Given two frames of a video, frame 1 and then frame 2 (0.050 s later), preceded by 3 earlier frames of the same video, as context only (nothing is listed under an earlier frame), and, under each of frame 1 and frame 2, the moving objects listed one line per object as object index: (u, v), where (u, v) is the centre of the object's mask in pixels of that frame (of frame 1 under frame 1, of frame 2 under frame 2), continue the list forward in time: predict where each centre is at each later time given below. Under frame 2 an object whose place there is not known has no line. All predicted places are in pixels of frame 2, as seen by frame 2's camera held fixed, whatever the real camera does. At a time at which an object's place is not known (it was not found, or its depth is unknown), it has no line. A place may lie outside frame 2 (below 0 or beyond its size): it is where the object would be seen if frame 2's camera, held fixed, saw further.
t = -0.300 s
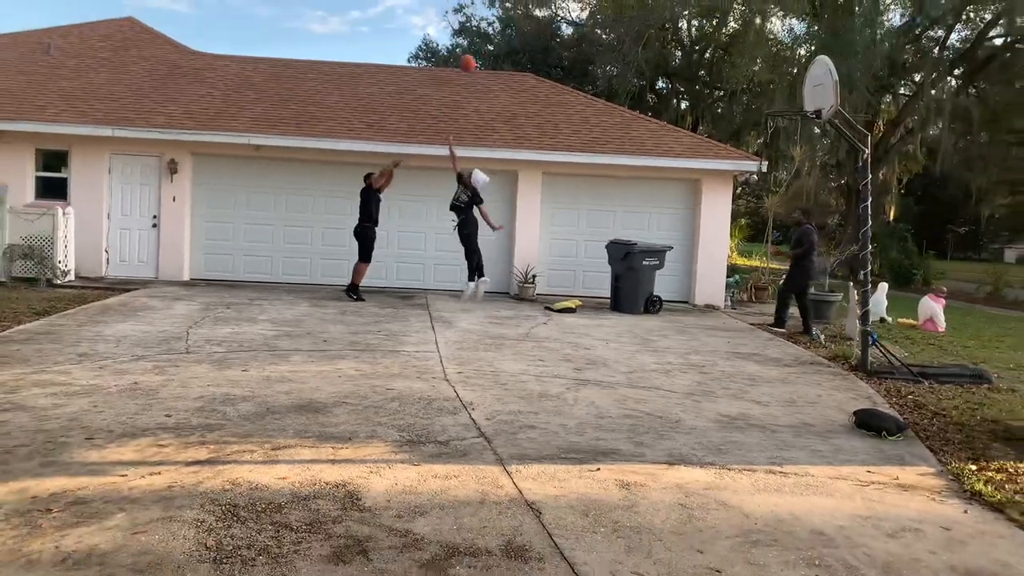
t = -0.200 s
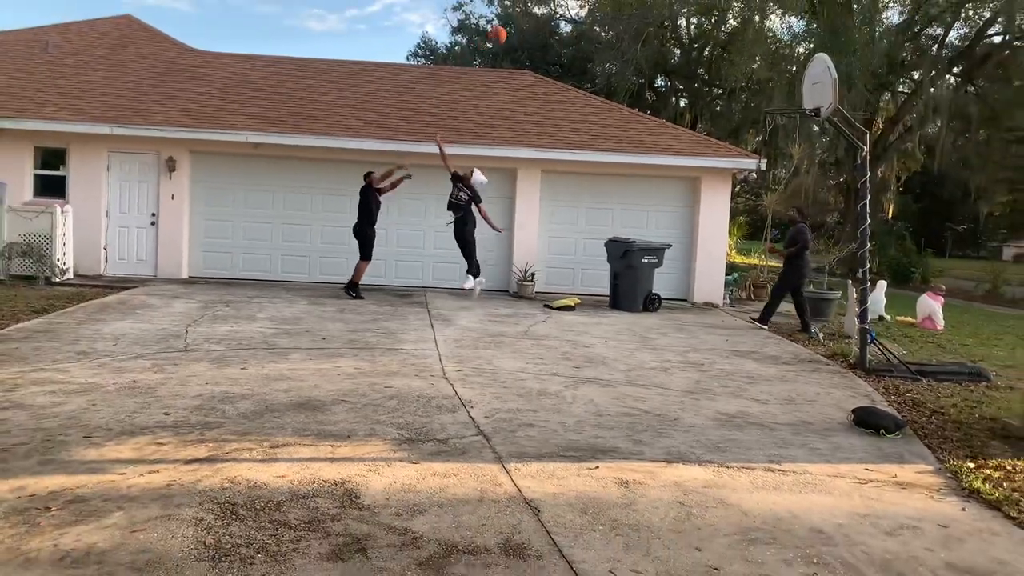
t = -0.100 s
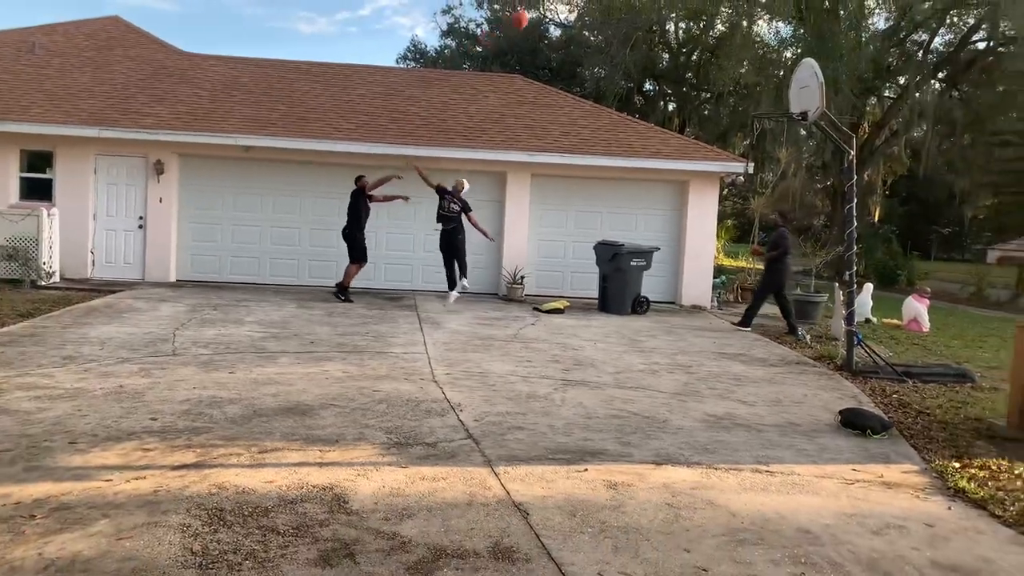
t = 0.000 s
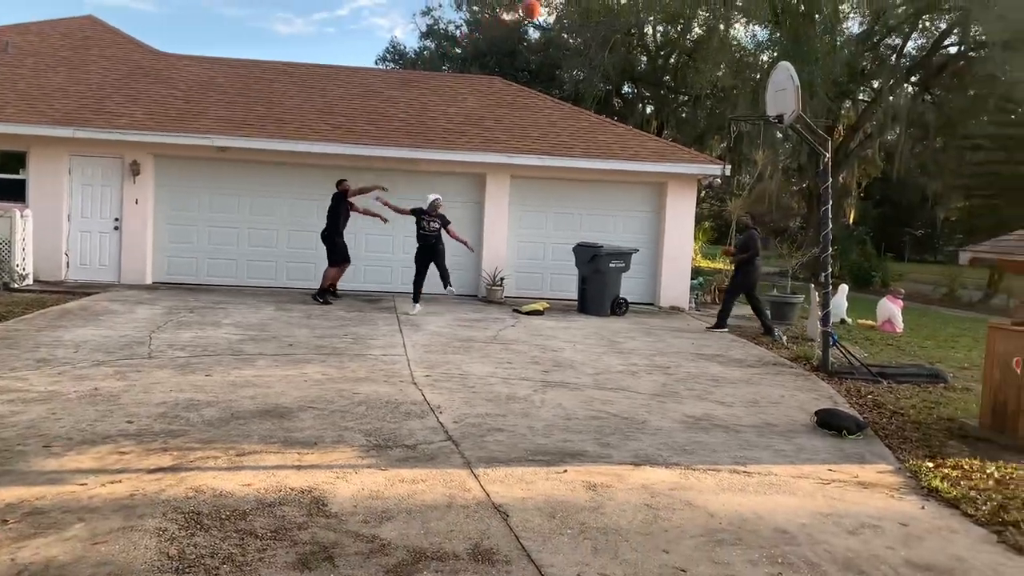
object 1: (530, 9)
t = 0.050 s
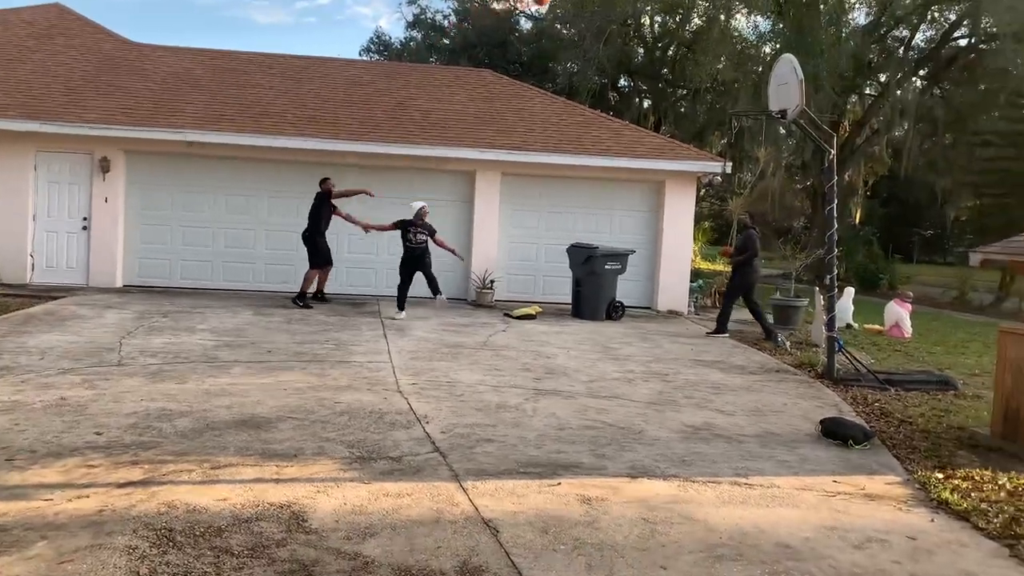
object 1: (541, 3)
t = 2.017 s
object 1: (873, 244)
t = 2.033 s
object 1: (873, 251)
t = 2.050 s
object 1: (873, 258)
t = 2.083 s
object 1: (872, 274)
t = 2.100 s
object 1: (871, 282)
